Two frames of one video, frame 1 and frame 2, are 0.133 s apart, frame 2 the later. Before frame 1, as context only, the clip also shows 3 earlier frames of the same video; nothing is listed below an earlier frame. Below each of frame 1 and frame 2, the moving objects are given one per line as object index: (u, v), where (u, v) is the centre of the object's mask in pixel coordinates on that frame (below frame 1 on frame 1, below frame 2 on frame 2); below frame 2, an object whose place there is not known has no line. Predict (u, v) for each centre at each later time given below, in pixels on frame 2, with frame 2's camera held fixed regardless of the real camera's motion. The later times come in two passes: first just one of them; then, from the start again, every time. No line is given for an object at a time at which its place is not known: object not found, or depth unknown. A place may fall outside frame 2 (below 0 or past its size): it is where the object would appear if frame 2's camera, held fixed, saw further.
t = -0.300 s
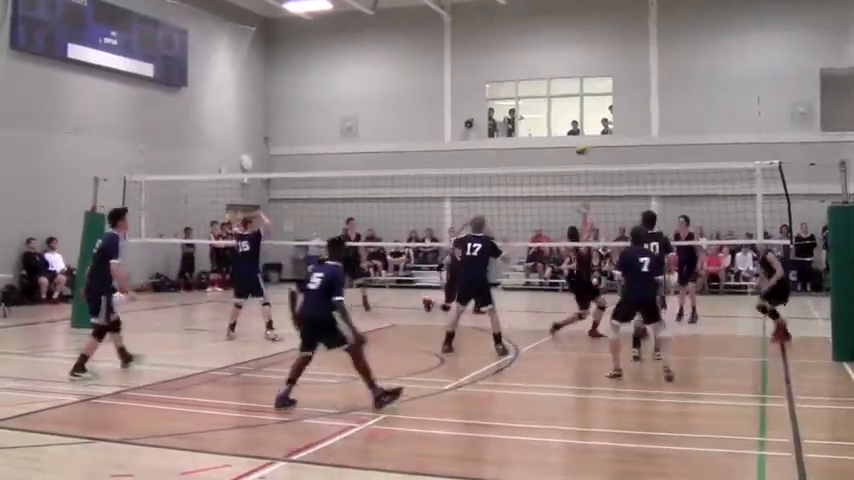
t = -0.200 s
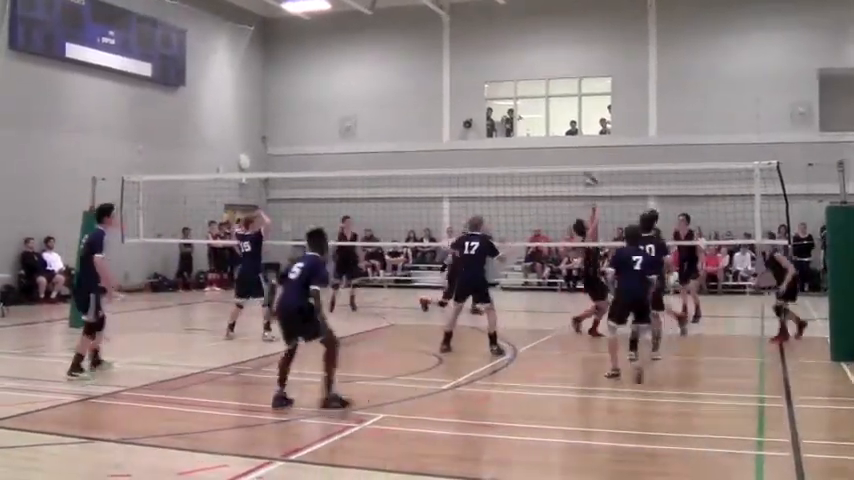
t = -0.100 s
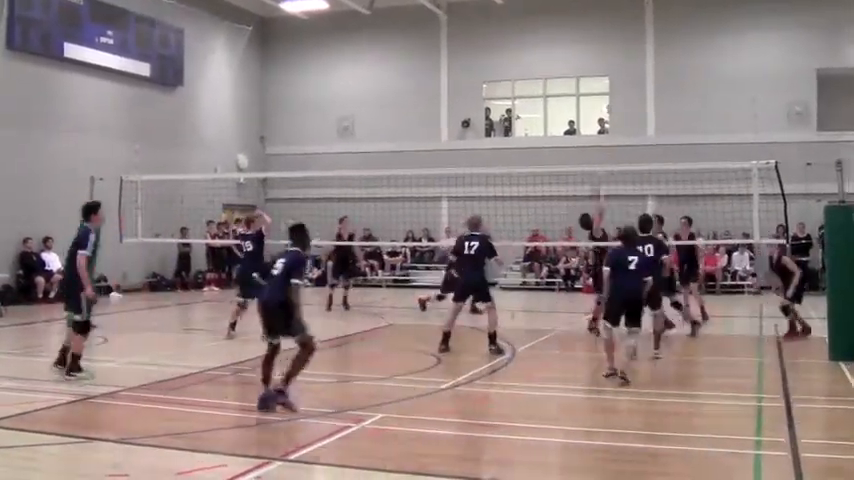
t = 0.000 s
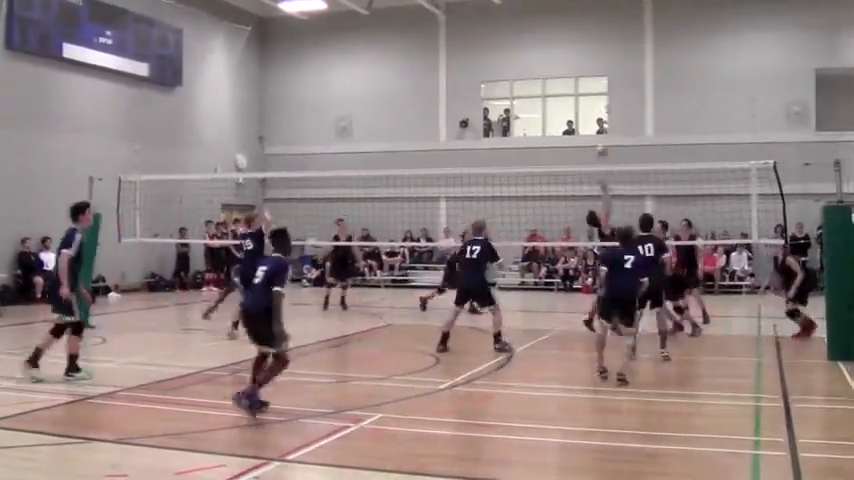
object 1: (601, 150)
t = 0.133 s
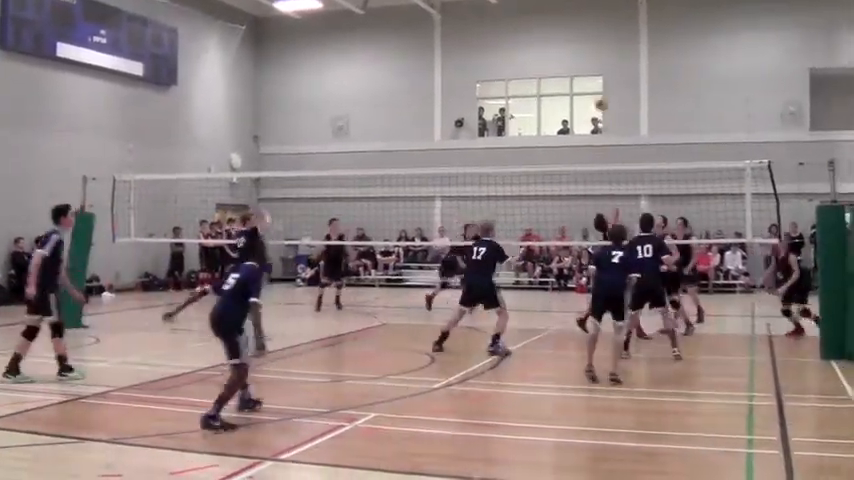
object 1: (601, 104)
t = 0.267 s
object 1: (605, 68)
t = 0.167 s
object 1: (601, 93)
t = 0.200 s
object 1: (603, 84)
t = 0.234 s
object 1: (604, 75)
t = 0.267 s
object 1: (605, 68)
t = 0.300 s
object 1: (605, 62)
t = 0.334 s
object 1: (605, 55)
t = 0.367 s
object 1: (605, 50)
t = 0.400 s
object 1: (606, 45)
